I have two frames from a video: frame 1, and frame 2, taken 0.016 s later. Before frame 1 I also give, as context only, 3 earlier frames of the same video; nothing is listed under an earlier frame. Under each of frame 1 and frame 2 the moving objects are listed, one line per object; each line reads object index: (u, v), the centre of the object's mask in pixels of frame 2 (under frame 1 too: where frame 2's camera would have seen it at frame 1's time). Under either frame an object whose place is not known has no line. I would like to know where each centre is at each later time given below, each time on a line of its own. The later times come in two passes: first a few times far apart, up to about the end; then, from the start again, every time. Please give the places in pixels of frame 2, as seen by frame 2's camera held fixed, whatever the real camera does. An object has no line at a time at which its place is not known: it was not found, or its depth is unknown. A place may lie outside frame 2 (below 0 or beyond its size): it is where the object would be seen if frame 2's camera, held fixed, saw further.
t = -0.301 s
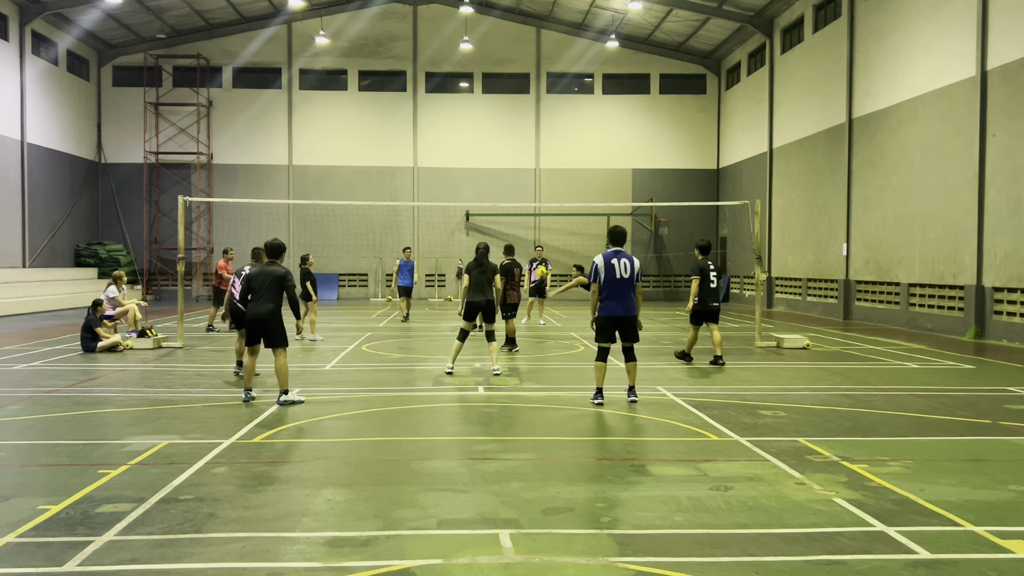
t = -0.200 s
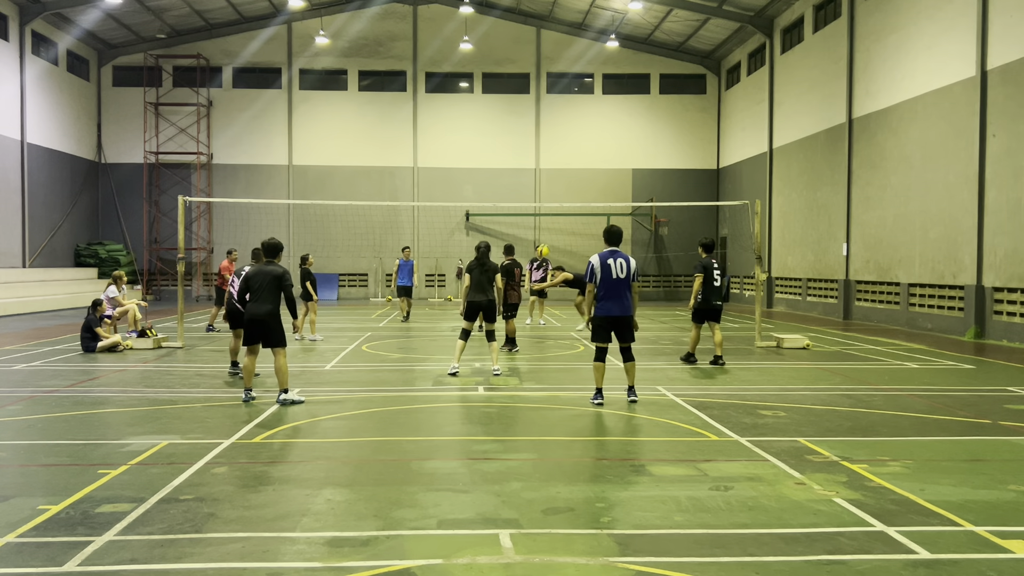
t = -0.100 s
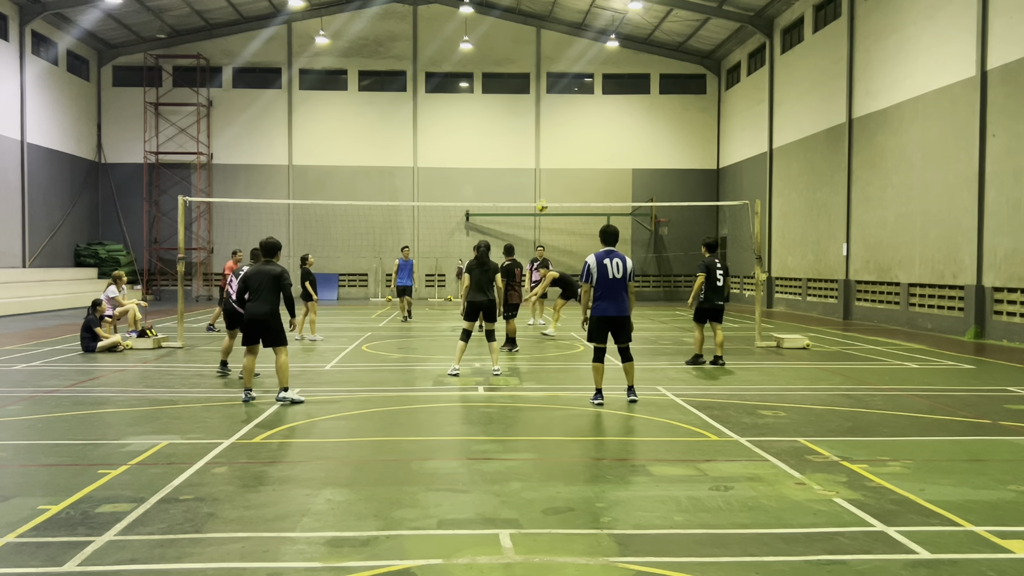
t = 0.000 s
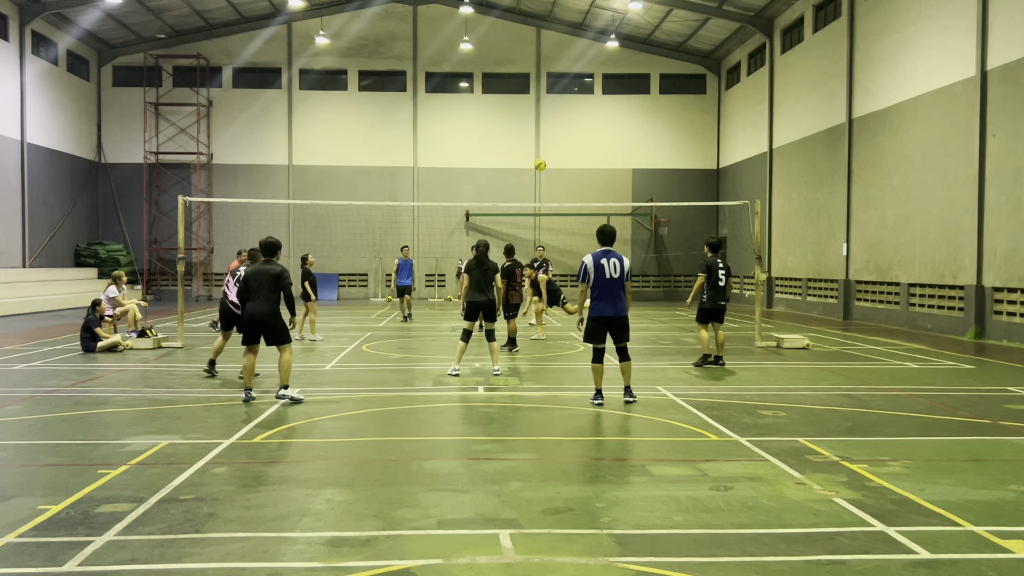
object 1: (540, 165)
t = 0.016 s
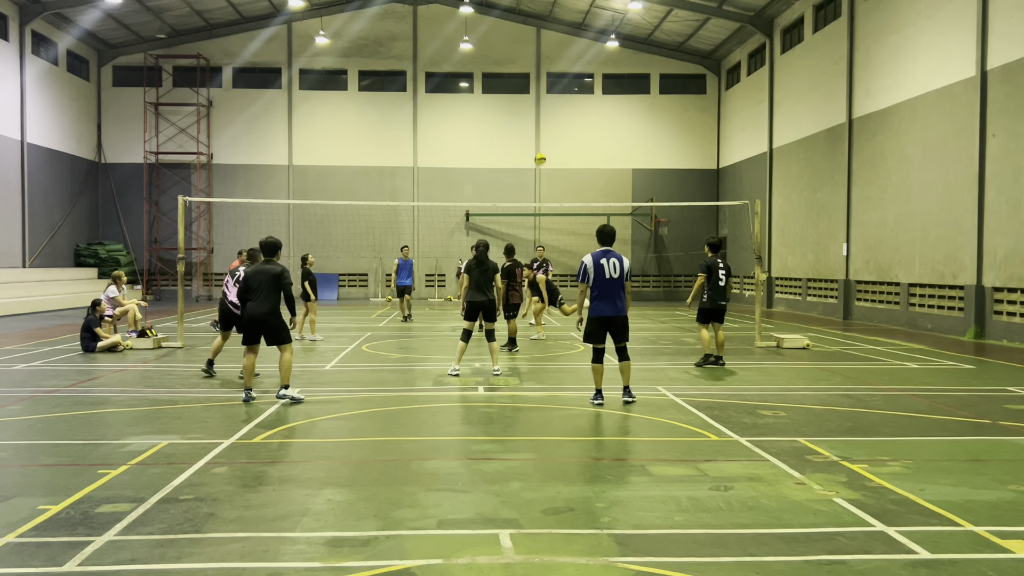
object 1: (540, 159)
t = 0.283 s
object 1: (537, 69)
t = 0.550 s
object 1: (536, 17)
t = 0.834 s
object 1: (537, 8)
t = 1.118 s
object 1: (536, 61)
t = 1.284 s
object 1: (534, 127)
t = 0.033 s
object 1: (539, 153)
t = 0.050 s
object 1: (539, 146)
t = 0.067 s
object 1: (539, 140)
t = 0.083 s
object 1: (539, 134)
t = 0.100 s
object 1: (539, 127)
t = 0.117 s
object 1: (538, 121)
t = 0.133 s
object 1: (539, 116)
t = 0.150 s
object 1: (538, 110)
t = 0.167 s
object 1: (538, 105)
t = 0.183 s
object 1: (538, 100)
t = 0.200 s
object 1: (538, 95)
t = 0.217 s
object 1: (538, 90)
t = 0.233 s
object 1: (537, 84)
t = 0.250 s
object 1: (537, 79)
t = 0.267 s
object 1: (537, 75)
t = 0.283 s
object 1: (537, 69)
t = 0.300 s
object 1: (537, 65)
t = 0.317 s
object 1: (537, 61)
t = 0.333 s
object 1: (537, 57)
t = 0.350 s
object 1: (537, 53)
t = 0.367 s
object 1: (537, 50)
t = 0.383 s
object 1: (537, 46)
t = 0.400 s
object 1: (537, 42)
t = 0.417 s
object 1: (537, 39)
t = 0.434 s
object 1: (536, 35)
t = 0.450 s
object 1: (536, 32)
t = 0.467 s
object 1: (537, 28)
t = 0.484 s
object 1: (537, 26)
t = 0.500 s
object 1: (536, 24)
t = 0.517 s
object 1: (537, 21)
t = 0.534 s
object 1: (536, 19)
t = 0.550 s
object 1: (536, 17)
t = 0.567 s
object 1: (536, 15)
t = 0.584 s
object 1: (536, 13)
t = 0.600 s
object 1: (536, 12)
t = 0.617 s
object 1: (536, 10)
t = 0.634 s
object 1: (536, 9)
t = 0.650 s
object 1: (536, 8)
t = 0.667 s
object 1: (536, 7)
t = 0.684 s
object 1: (536, 6)
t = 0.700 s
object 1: (537, 6)
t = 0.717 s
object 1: (537, 6)
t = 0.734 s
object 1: (537, 6)
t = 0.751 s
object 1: (536, 6)
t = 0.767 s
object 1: (537, 6)
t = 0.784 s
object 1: (537, 7)
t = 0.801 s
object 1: (537, 7)
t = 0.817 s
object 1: (537, 7)
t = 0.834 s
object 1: (537, 8)
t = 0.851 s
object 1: (537, 9)
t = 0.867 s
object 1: (537, 10)
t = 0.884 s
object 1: (537, 13)
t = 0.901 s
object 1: (537, 14)
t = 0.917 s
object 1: (537, 17)
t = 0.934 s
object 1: (537, 19)
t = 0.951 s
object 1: (537, 21)
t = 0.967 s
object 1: (537, 24)
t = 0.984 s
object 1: (537, 28)
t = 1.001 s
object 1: (537, 30)
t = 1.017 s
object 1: (536, 34)
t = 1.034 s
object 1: (536, 38)
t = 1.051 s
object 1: (536, 42)
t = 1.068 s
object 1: (536, 47)
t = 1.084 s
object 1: (536, 52)
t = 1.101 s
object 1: (536, 56)
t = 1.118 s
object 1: (536, 61)
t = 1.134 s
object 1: (536, 67)
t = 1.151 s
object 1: (535, 72)
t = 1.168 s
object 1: (535, 78)
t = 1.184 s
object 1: (535, 85)
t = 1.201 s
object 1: (535, 91)
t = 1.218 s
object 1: (535, 97)
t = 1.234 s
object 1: (534, 105)
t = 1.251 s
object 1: (534, 112)
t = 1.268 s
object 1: (534, 120)
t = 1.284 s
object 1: (534, 127)
